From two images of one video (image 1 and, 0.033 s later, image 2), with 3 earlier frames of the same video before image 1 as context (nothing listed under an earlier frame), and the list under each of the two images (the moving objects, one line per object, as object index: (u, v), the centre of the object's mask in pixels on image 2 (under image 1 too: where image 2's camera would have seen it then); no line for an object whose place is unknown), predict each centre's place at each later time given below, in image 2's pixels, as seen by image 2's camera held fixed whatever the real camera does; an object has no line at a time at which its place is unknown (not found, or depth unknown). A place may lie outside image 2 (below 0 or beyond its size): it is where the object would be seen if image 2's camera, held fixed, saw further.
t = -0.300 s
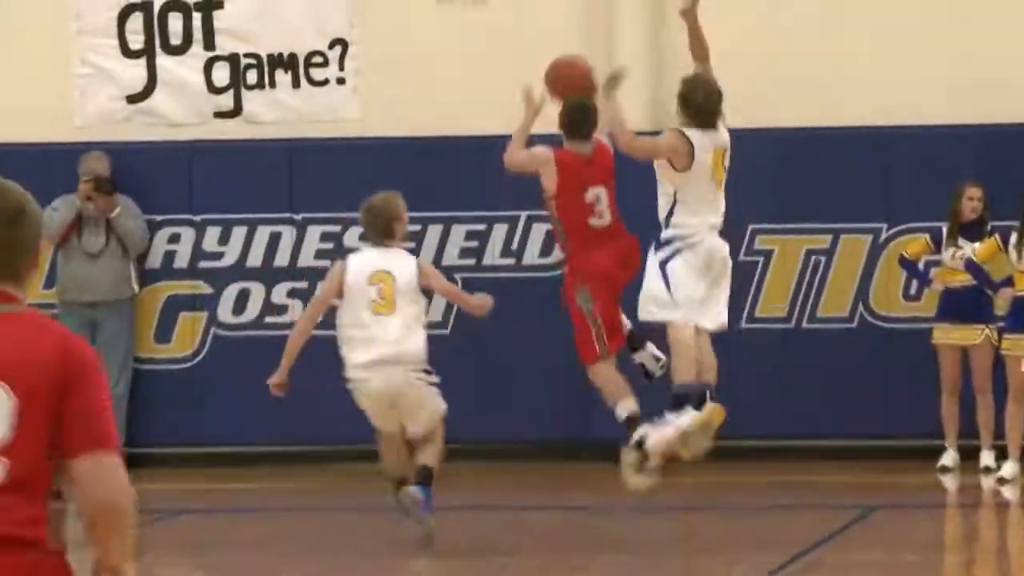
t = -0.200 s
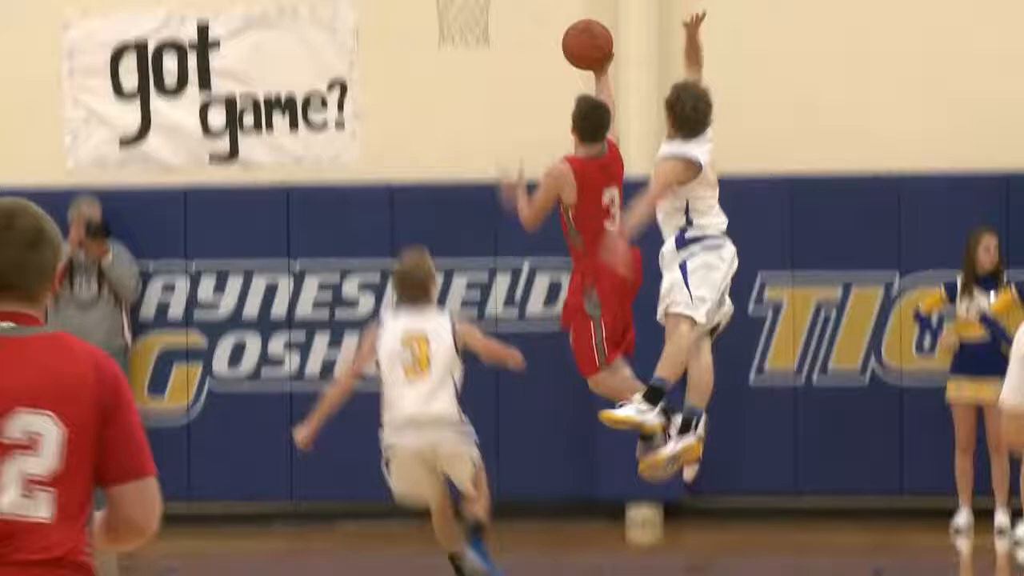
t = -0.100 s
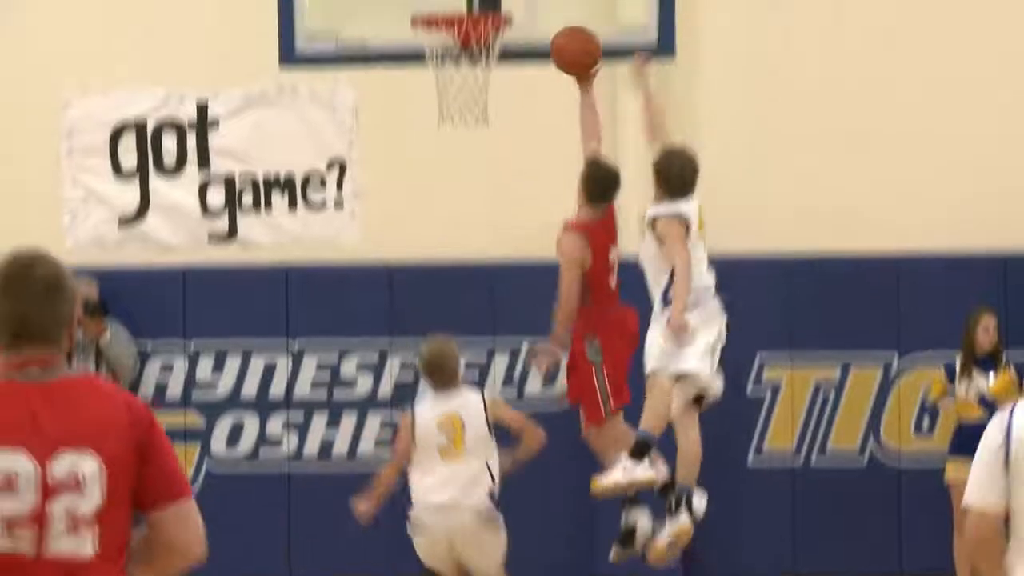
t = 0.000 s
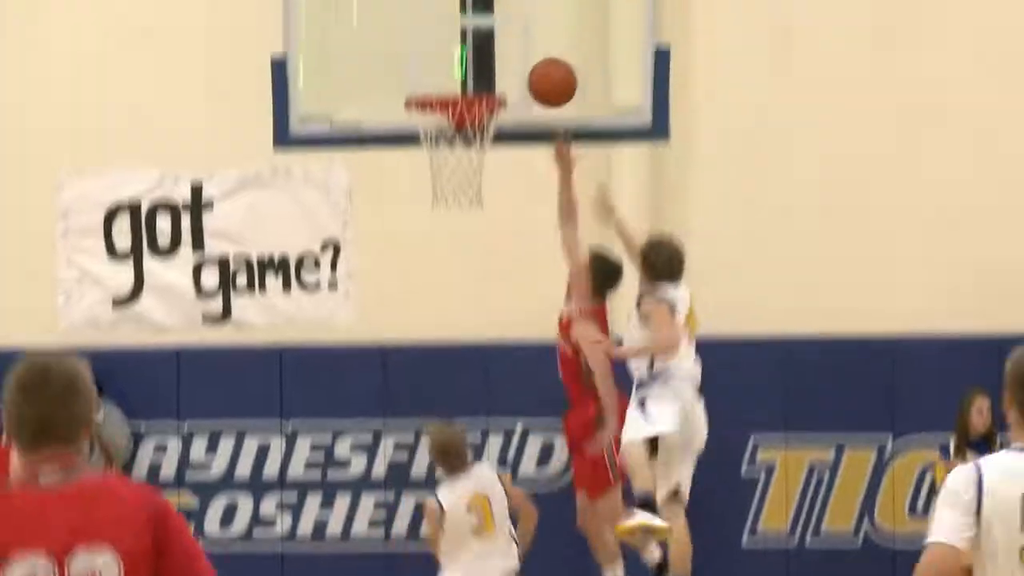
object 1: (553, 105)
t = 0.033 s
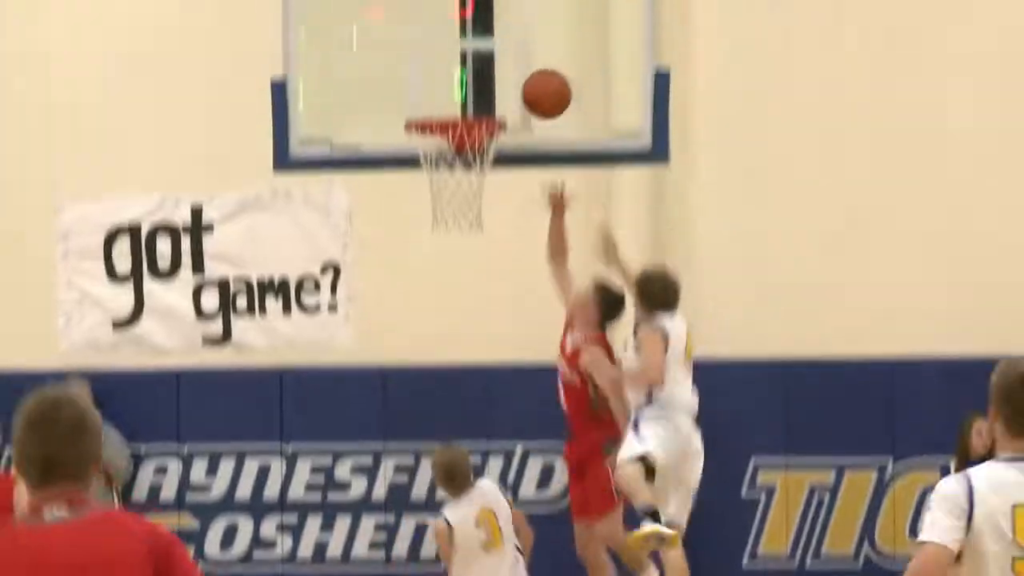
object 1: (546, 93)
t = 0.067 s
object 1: (541, 84)
